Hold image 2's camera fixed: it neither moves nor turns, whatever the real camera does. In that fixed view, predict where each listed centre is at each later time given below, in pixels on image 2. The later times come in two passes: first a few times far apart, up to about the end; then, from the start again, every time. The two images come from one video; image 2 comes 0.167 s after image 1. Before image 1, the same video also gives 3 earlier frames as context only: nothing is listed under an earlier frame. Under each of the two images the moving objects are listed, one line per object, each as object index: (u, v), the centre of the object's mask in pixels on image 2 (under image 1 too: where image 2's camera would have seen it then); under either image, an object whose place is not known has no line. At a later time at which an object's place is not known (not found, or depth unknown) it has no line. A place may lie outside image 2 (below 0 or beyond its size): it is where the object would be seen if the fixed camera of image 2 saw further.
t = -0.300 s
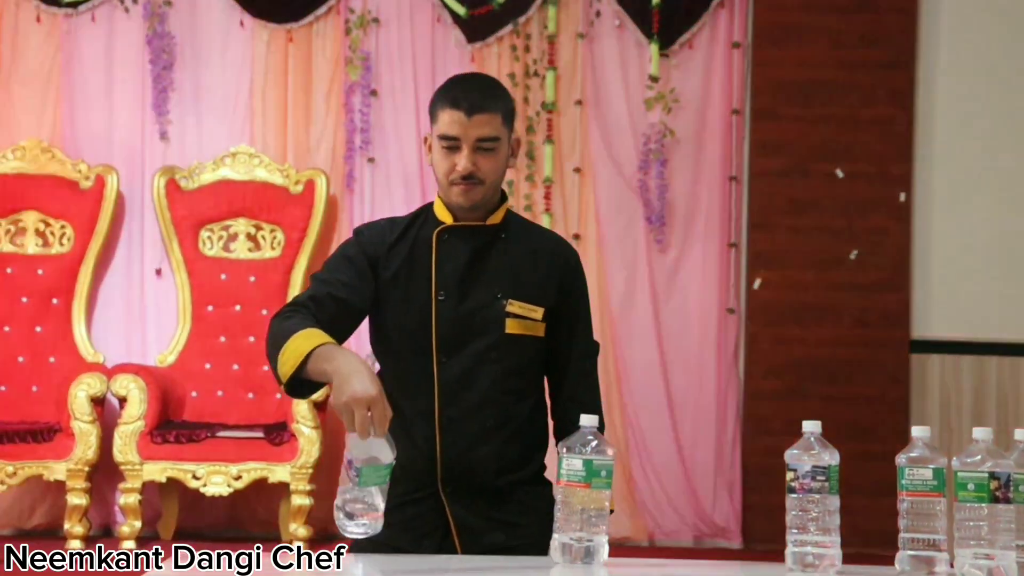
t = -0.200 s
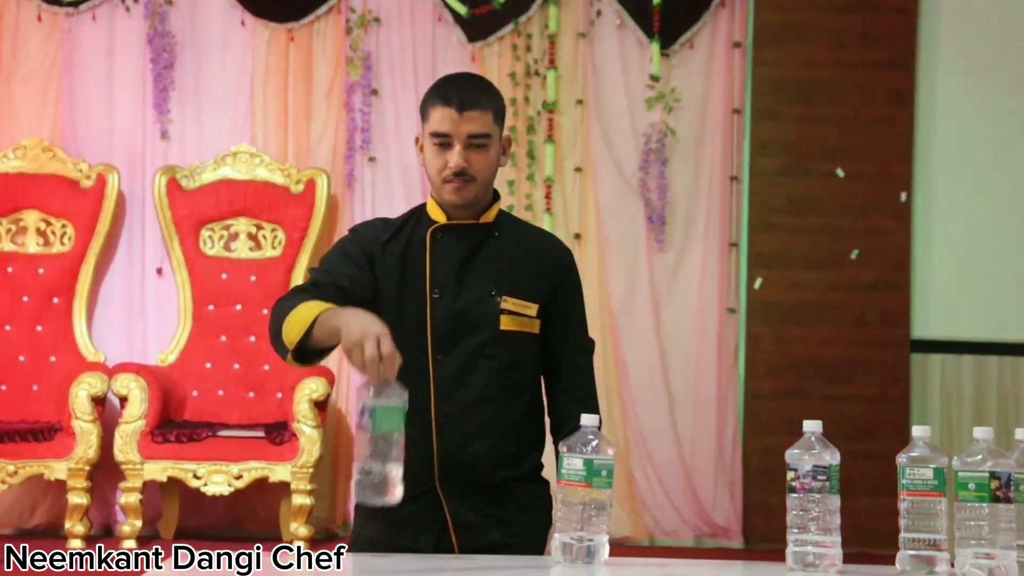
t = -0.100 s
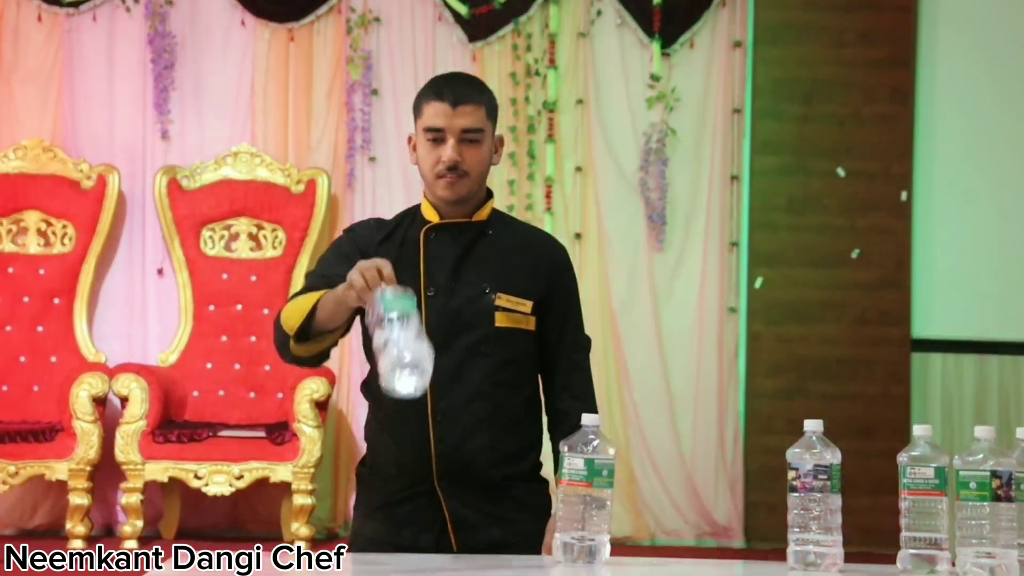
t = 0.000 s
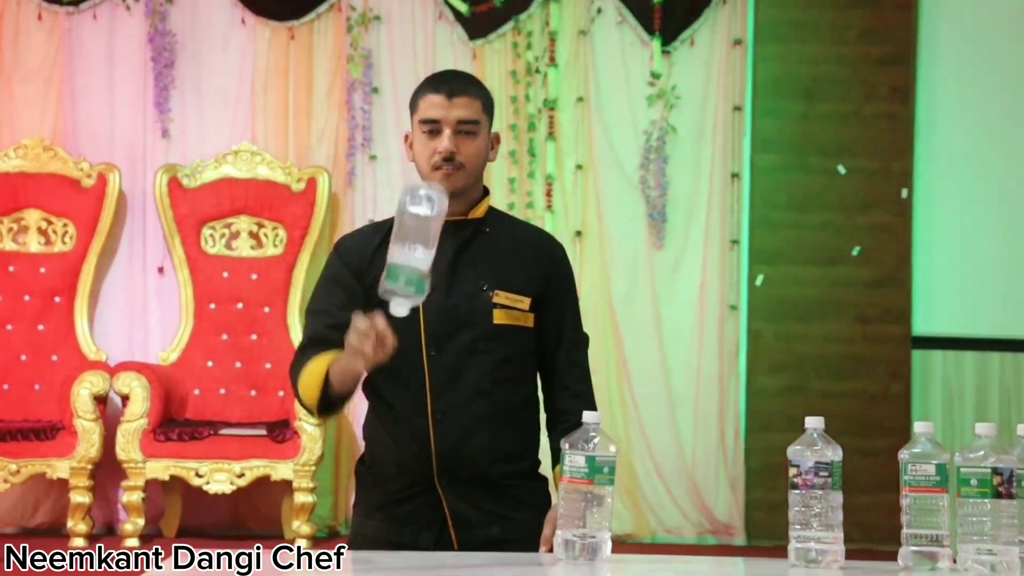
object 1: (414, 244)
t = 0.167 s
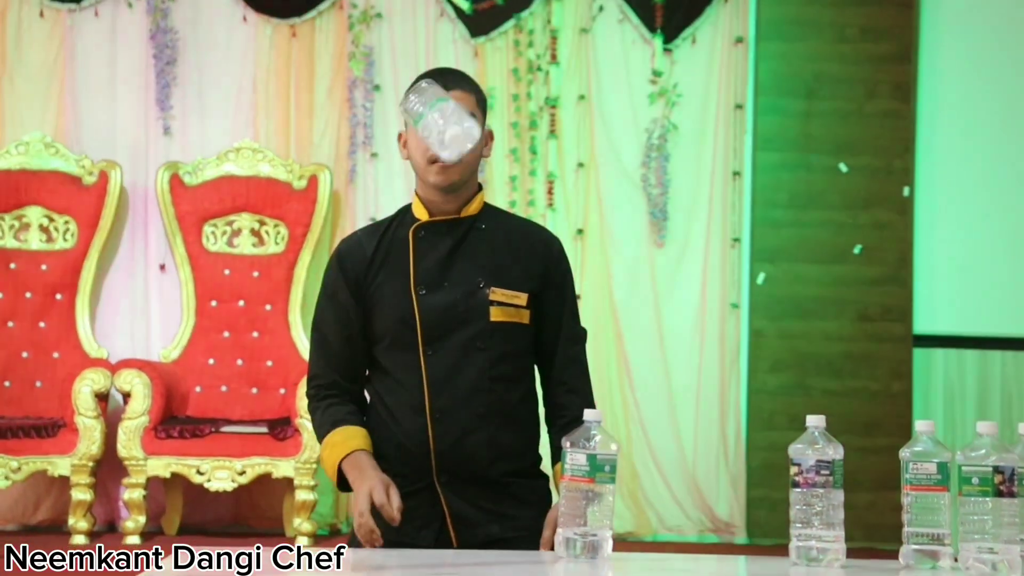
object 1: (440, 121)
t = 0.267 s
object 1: (449, 132)
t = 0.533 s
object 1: (467, 495)
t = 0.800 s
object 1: (461, 537)
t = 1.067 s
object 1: (442, 541)
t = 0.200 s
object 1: (444, 116)
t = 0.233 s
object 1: (447, 120)
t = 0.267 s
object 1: (449, 132)
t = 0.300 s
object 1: (453, 153)
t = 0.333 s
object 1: (456, 180)
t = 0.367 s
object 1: (458, 217)
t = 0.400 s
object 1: (461, 261)
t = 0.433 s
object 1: (463, 314)
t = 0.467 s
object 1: (464, 378)
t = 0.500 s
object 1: (466, 450)
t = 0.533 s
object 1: (467, 495)
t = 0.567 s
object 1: (466, 497)
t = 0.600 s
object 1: (466, 499)
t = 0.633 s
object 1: (465, 501)
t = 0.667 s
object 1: (465, 507)
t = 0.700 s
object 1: (464, 515)
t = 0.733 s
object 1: (464, 528)
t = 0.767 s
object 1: (462, 536)
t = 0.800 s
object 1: (461, 537)
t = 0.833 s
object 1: (460, 537)
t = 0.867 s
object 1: (458, 537)
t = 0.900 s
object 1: (456, 537)
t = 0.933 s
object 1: (456, 536)
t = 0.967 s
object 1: (455, 536)
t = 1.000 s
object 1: (453, 537)
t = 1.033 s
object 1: (448, 539)
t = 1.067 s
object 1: (442, 541)
